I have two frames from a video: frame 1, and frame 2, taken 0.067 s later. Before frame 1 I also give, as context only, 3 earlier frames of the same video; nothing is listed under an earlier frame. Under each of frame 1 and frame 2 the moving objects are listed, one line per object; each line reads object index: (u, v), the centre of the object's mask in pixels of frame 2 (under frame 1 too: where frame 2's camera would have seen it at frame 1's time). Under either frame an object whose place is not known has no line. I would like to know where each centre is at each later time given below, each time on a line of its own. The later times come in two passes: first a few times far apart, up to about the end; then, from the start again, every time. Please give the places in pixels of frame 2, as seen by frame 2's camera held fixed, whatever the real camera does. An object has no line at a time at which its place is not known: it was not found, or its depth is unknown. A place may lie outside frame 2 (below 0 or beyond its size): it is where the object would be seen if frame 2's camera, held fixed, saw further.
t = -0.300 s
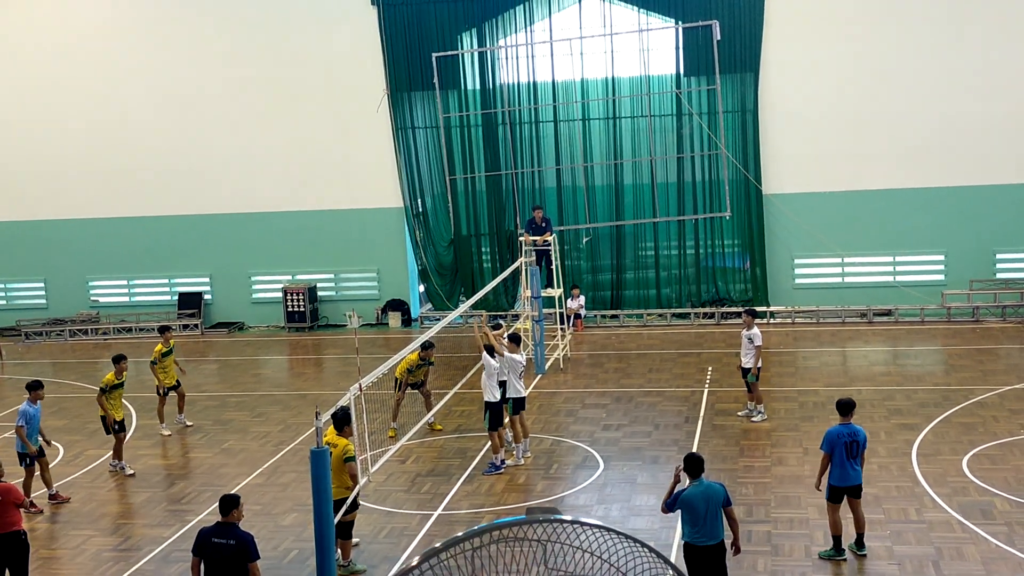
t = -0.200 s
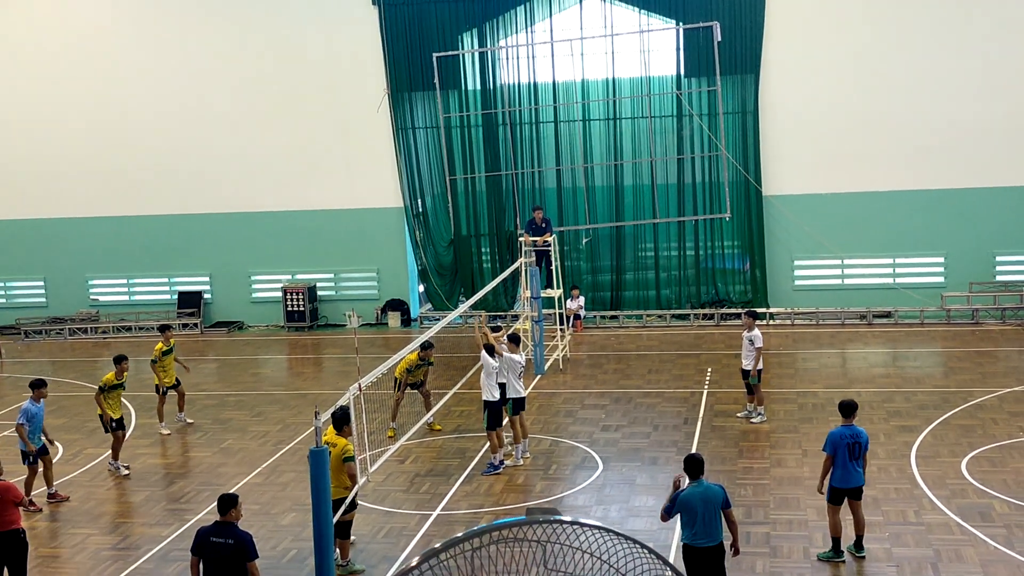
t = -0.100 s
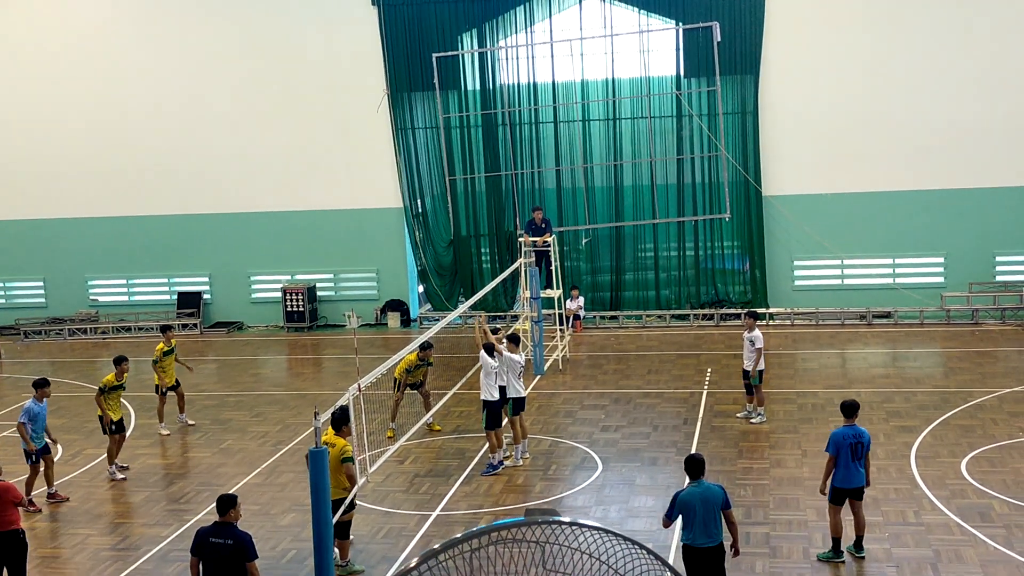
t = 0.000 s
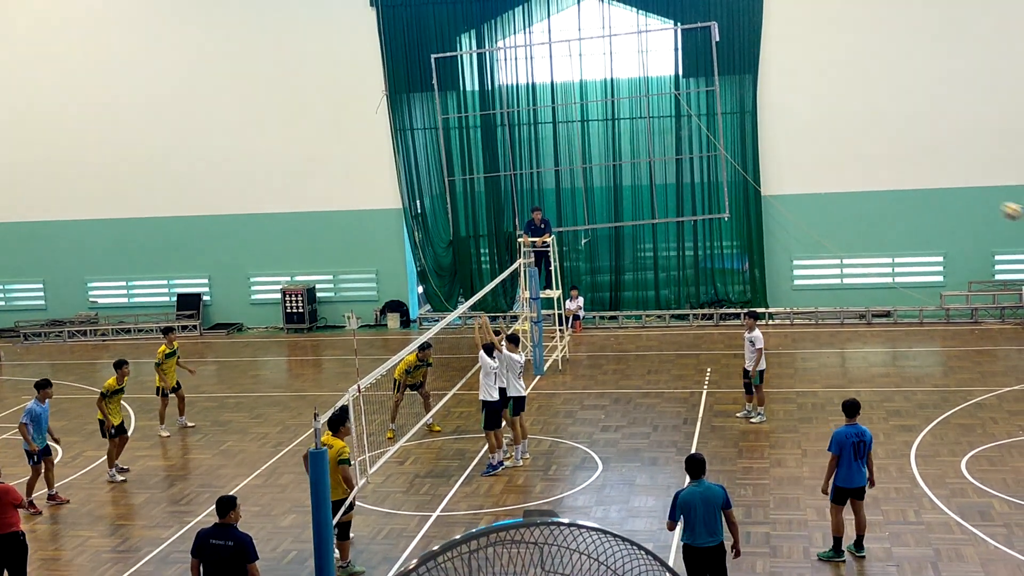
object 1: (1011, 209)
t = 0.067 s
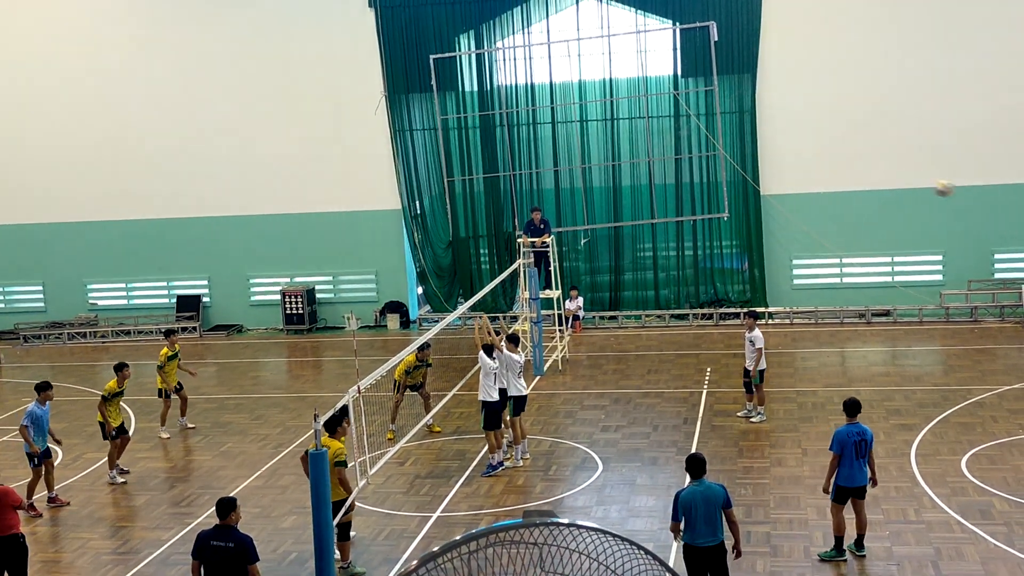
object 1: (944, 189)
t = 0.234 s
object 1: (791, 150)
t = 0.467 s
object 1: (610, 129)
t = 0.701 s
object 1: (460, 146)
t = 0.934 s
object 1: (335, 196)
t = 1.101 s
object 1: (258, 246)
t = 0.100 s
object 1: (912, 179)
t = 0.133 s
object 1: (880, 170)
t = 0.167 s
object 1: (850, 163)
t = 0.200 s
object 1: (820, 156)
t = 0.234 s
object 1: (791, 150)
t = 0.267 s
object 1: (762, 144)
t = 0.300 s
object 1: (736, 139)
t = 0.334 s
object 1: (709, 136)
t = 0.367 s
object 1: (683, 133)
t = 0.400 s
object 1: (658, 131)
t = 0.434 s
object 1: (633, 130)
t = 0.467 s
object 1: (610, 129)
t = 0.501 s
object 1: (586, 130)
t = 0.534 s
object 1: (564, 131)
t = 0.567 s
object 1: (541, 133)
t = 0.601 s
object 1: (521, 135)
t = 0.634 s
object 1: (499, 138)
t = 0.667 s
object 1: (480, 142)
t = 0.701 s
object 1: (460, 146)
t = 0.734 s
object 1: (441, 151)
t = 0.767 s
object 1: (421, 156)
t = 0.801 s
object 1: (404, 163)
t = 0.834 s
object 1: (386, 171)
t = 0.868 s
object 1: (369, 178)
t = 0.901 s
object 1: (352, 187)
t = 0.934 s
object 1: (335, 196)
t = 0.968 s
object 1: (319, 205)
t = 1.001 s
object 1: (303, 215)
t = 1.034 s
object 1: (288, 224)
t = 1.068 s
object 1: (272, 235)
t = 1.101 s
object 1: (258, 246)
